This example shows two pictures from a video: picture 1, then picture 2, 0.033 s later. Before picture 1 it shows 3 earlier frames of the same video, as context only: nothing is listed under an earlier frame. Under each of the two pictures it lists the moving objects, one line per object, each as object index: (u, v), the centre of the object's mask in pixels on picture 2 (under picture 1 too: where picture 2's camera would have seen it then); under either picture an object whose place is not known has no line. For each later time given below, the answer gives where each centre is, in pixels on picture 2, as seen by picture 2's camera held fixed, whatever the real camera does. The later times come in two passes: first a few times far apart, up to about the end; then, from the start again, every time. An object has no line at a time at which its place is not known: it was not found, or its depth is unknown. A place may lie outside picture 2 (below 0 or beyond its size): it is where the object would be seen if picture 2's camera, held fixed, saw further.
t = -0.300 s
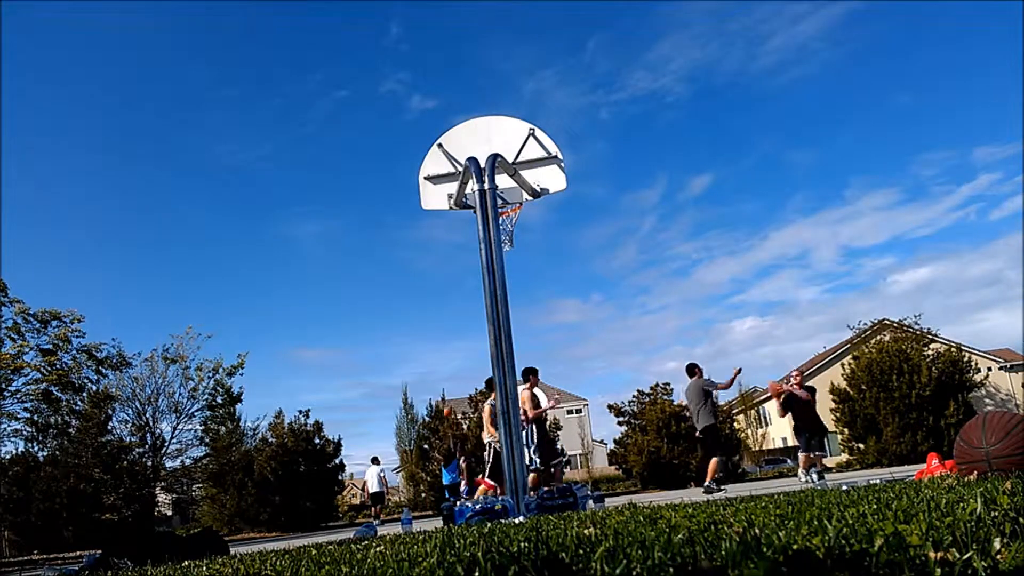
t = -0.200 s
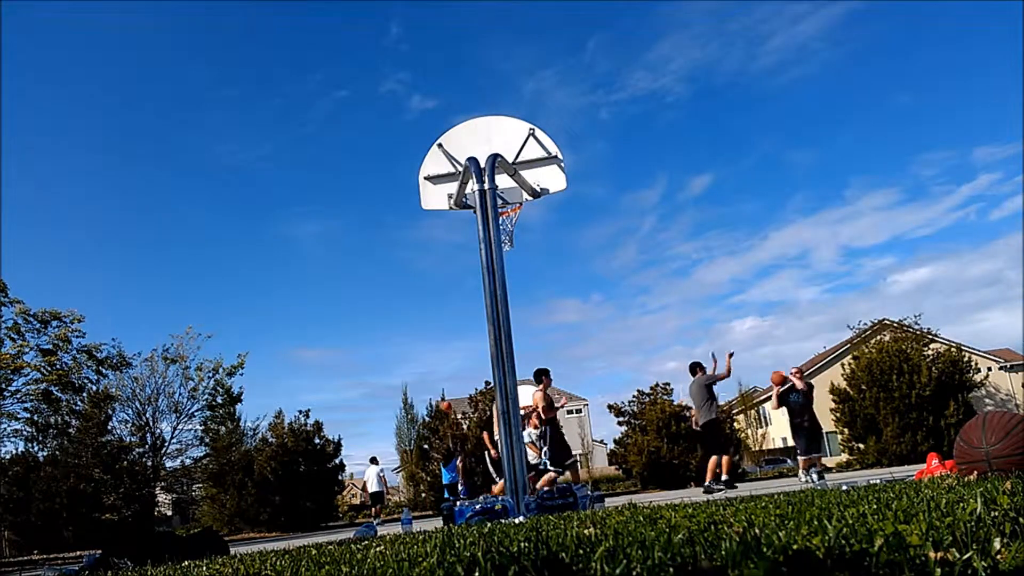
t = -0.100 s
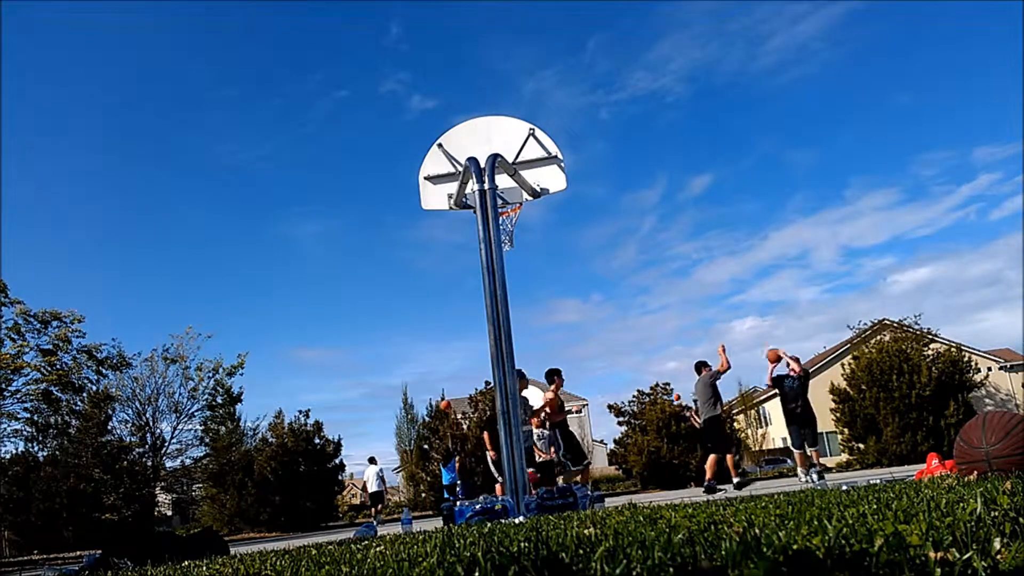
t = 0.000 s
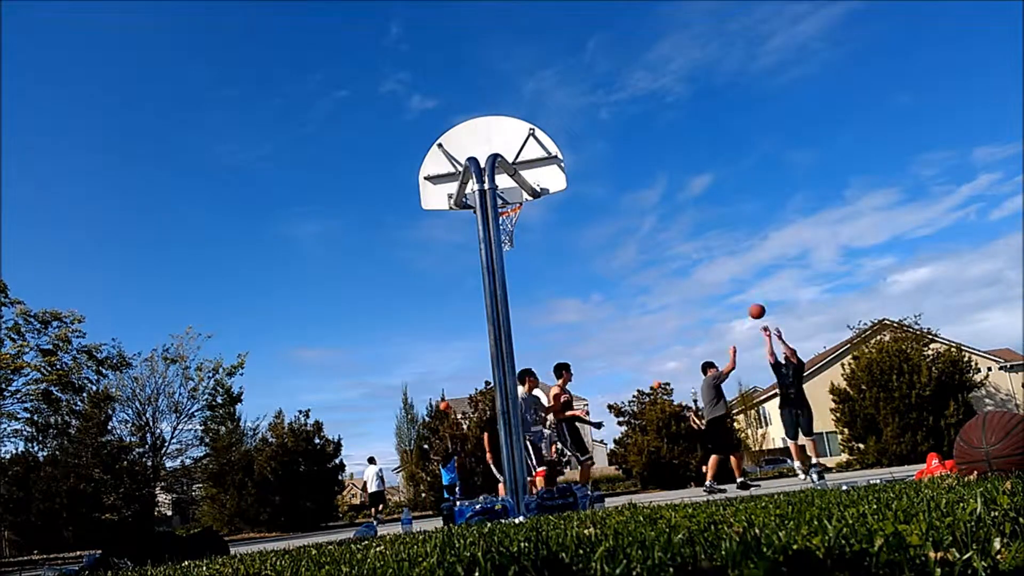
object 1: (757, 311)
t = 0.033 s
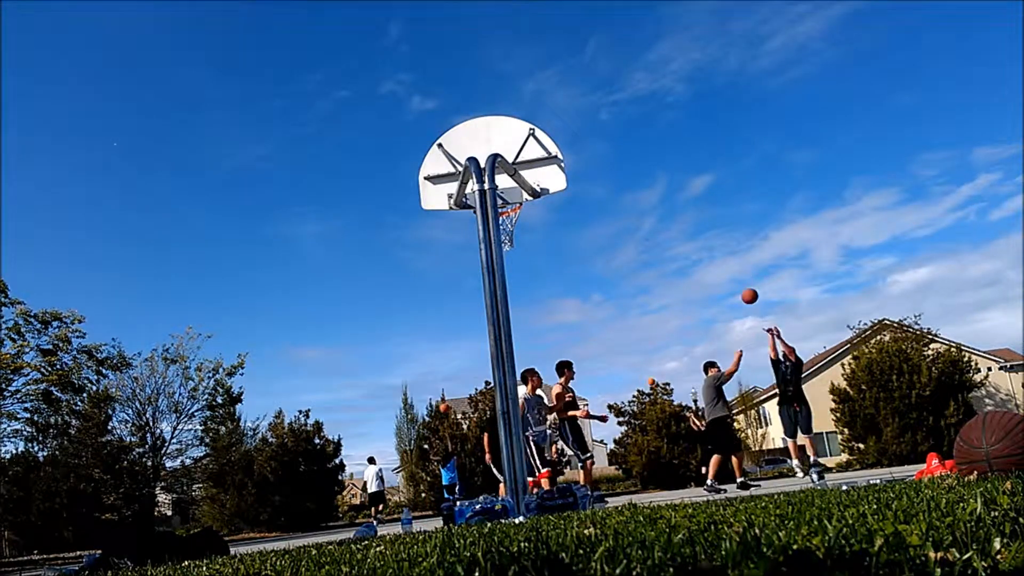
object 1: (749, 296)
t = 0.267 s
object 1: (700, 205)
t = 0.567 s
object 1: (638, 127)
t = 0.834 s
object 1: (582, 103)
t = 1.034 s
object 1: (539, 119)
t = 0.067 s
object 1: (742, 281)
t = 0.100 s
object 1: (735, 267)
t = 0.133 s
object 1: (728, 253)
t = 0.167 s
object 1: (722, 241)
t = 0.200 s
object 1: (714, 229)
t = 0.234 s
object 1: (708, 217)
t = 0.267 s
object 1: (700, 205)
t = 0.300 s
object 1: (693, 194)
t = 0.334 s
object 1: (686, 183)
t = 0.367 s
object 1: (679, 173)
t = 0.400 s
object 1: (672, 164)
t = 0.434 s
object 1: (665, 155)
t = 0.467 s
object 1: (658, 147)
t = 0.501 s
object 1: (651, 140)
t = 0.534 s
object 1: (645, 133)
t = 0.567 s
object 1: (638, 127)
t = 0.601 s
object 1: (631, 121)
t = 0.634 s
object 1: (624, 117)
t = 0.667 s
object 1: (617, 112)
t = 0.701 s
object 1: (610, 110)
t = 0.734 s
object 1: (603, 107)
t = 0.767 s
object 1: (596, 105)
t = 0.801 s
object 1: (589, 104)
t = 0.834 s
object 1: (582, 103)
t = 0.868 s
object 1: (574, 104)
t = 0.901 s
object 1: (567, 105)
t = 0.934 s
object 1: (560, 107)
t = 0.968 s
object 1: (552, 112)
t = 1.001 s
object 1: (545, 115)
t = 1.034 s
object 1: (539, 119)
